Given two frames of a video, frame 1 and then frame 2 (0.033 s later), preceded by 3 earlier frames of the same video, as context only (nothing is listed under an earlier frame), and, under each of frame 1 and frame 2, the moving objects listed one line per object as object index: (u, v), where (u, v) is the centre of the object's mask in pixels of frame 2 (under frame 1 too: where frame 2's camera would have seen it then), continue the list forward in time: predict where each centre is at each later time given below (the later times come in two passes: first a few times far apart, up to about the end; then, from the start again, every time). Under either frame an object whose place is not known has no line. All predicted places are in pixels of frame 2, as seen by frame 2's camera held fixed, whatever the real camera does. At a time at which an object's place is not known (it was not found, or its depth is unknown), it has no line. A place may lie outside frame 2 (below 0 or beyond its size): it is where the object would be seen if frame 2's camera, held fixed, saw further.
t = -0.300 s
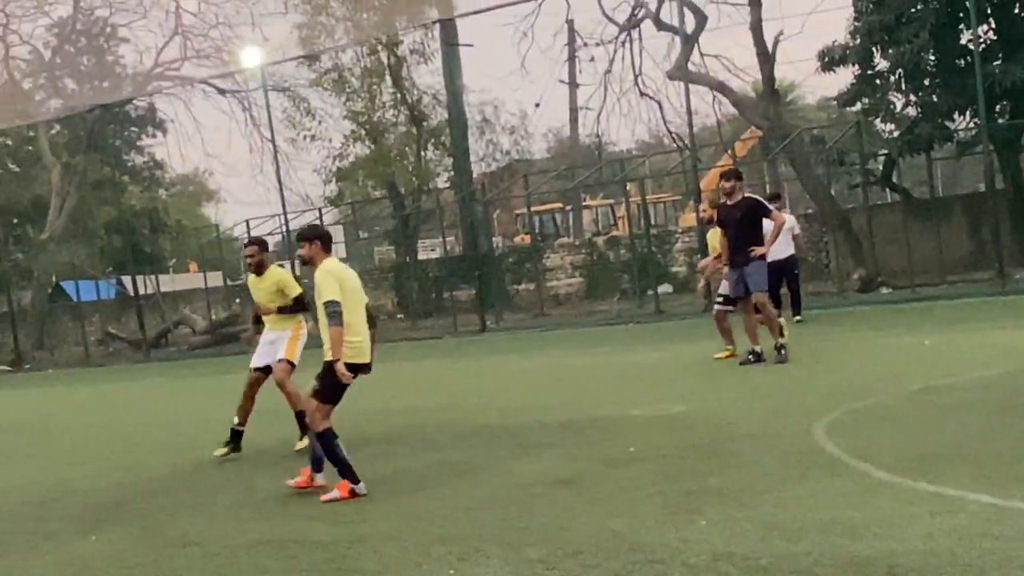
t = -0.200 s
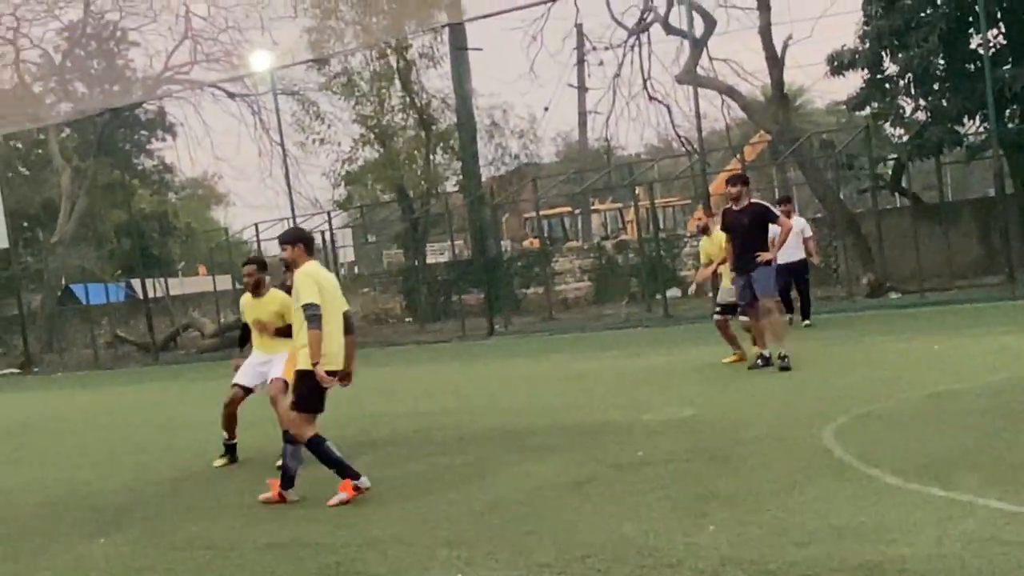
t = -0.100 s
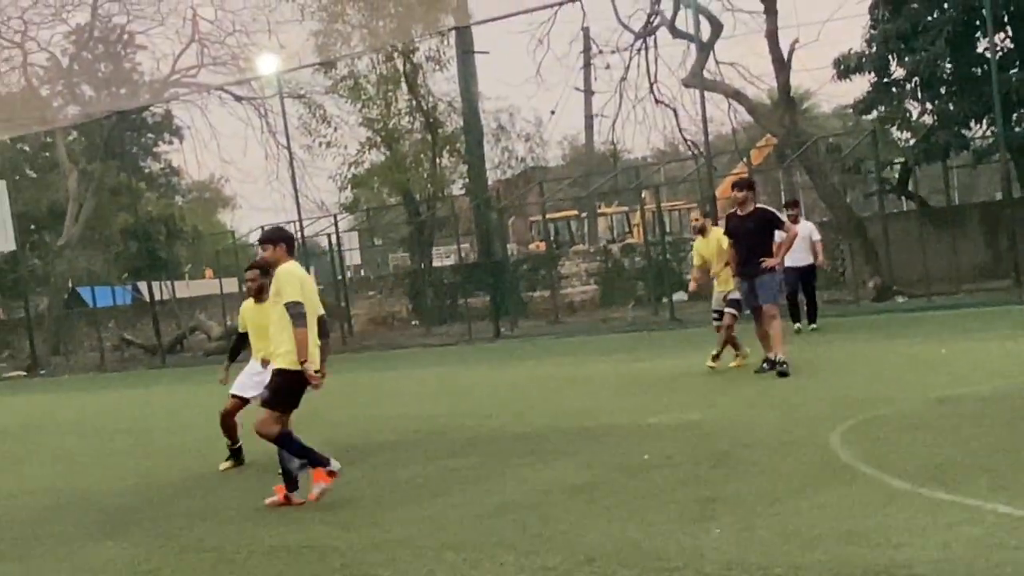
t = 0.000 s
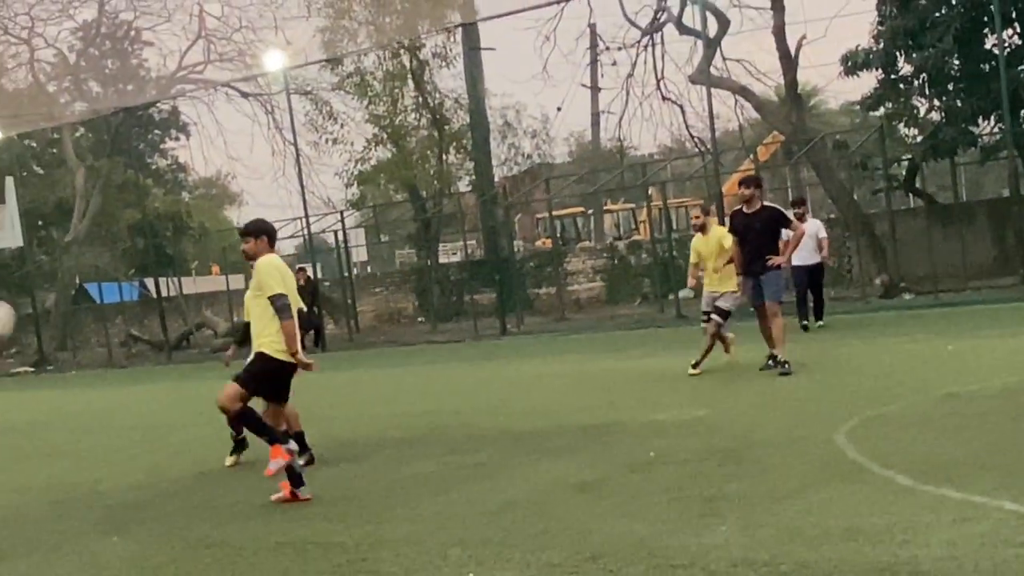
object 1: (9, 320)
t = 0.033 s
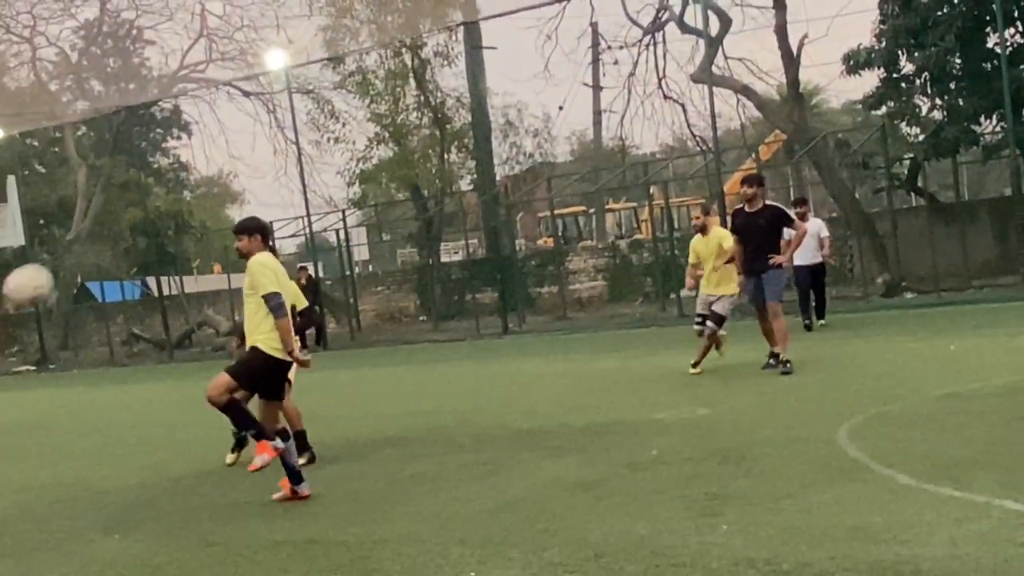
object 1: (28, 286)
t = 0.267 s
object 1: (264, 112)
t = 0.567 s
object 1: (527, 54)
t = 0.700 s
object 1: (633, 73)
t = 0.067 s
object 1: (64, 251)
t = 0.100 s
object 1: (98, 221)
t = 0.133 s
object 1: (132, 193)
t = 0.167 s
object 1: (165, 168)
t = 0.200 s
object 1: (198, 148)
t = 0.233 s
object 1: (232, 128)
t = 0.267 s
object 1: (264, 112)
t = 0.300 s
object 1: (294, 97)
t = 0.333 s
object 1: (325, 84)
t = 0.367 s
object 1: (354, 74)
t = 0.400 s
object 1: (384, 63)
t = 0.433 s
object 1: (413, 57)
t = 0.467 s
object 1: (443, 54)
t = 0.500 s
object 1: (472, 50)
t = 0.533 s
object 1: (500, 53)
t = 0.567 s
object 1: (527, 54)
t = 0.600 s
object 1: (554, 56)
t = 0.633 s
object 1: (581, 60)
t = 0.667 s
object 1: (608, 65)
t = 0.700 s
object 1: (633, 73)
